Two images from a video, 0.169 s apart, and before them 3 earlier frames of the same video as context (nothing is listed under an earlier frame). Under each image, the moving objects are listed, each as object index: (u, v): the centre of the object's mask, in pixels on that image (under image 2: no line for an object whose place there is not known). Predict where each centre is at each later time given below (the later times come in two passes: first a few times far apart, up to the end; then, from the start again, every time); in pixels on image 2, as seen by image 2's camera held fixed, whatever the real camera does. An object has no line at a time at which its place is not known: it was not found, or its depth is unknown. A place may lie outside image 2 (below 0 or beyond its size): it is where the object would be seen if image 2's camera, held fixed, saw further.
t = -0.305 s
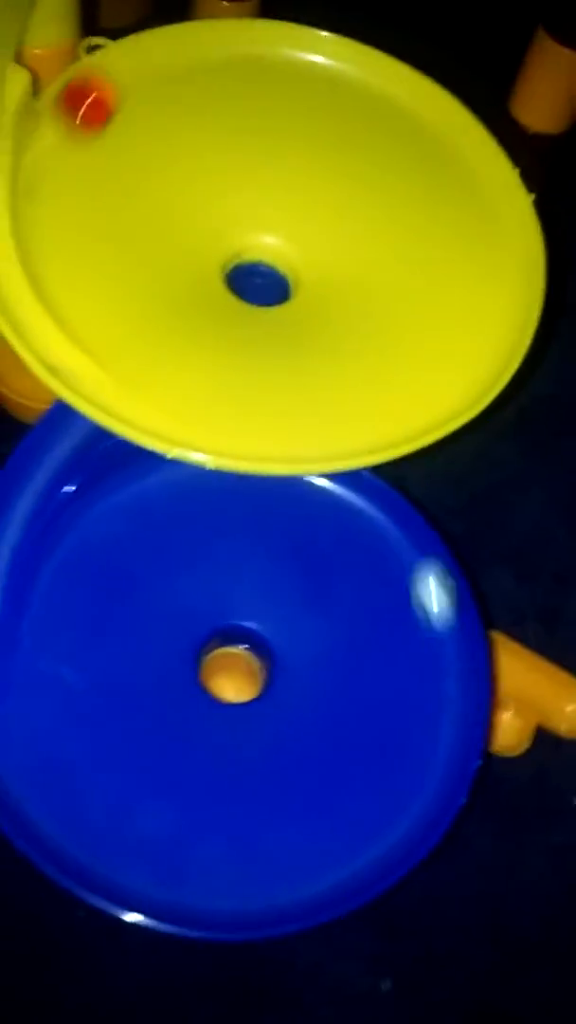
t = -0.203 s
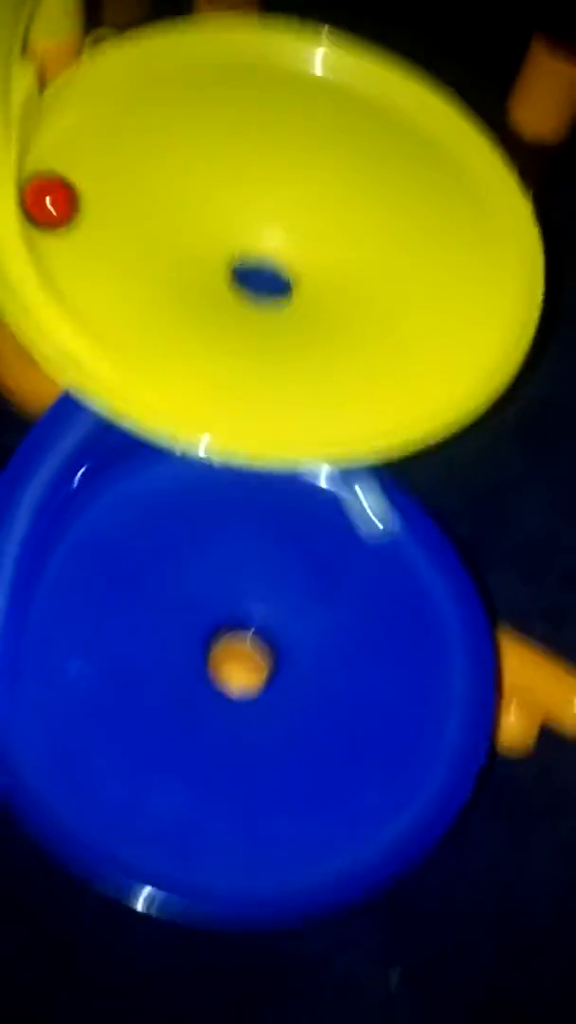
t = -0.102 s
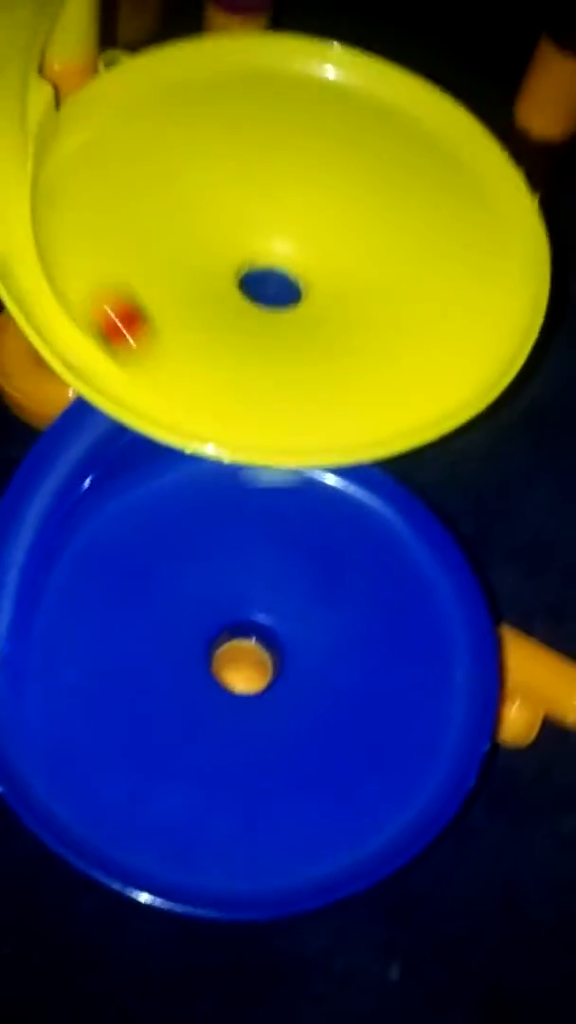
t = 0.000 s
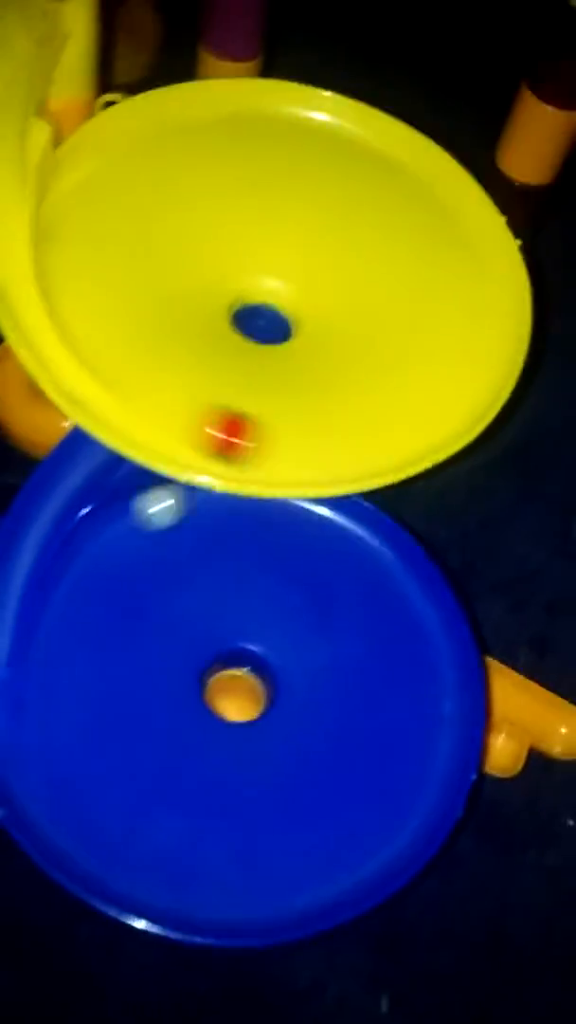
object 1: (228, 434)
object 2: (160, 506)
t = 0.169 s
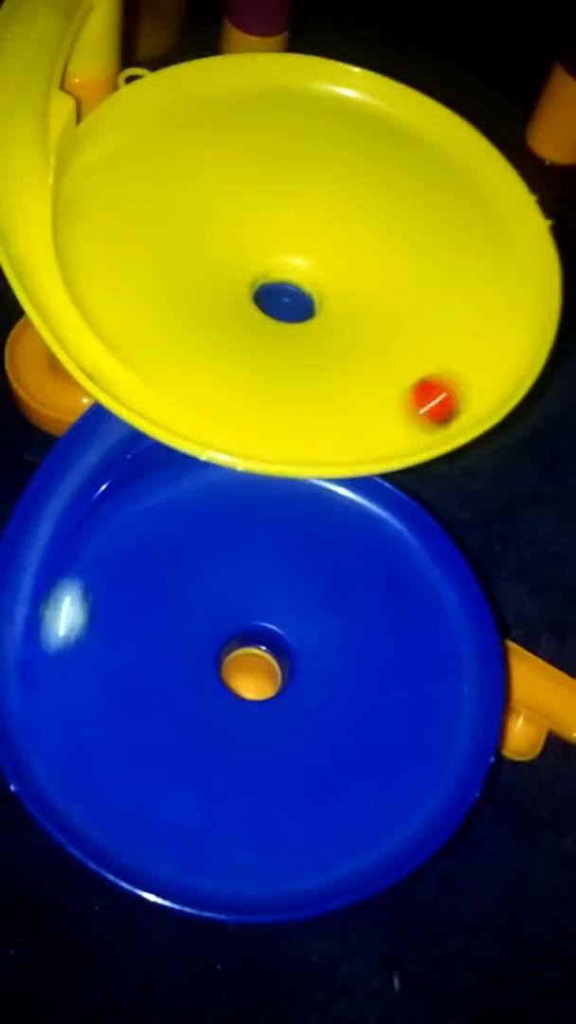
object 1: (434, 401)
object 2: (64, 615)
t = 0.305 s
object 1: (512, 299)
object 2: (89, 764)
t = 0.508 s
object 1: (434, 149)
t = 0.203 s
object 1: (461, 378)
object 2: (61, 653)
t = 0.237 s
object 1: (484, 355)
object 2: (61, 690)
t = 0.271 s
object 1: (502, 328)
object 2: (71, 727)
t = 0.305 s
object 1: (512, 299)
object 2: (89, 764)
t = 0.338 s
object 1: (516, 271)
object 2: (108, 796)
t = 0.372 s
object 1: (517, 243)
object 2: (130, 823)
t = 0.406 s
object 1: (508, 216)
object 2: (155, 845)
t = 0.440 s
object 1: (487, 191)
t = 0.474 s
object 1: (462, 169)
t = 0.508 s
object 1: (434, 149)
